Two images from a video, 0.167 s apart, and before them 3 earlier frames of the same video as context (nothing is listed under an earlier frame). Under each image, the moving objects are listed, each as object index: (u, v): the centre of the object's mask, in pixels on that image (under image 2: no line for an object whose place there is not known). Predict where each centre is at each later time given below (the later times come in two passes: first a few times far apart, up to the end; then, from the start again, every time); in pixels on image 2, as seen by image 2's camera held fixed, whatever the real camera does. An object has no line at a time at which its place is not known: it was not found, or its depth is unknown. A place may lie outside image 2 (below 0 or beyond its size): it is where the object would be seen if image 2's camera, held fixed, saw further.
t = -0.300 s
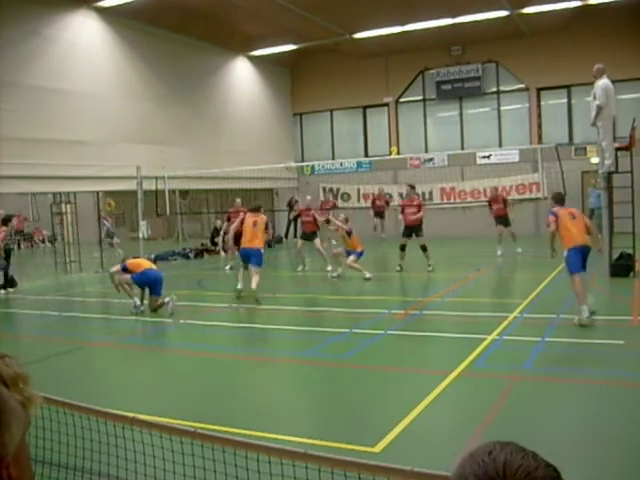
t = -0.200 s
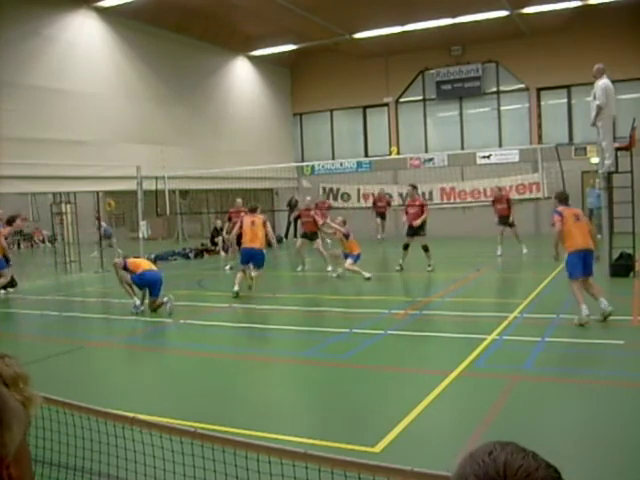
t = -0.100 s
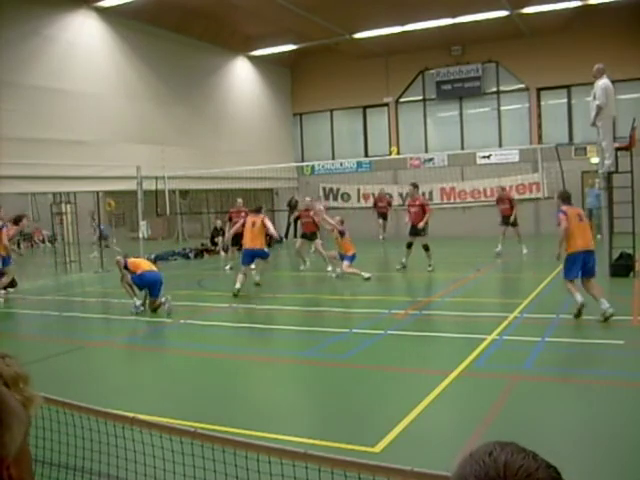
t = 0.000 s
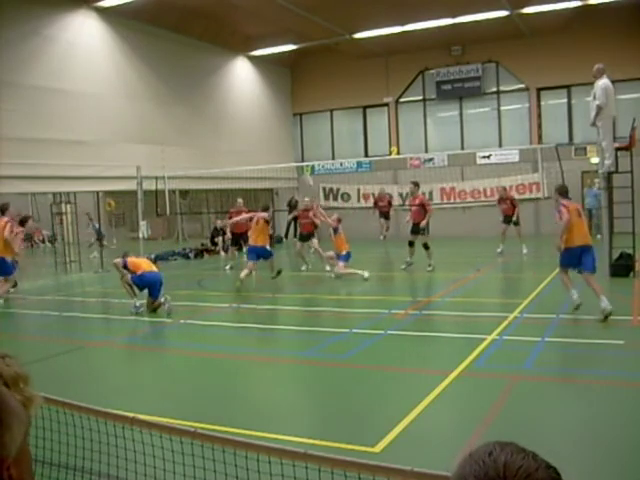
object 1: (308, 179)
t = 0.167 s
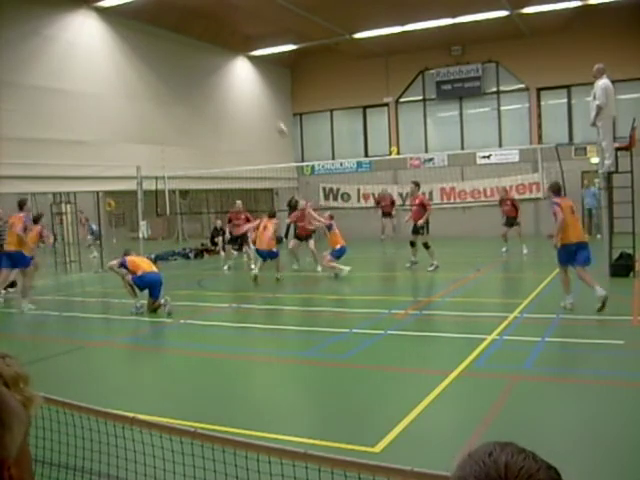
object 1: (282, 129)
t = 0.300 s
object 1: (261, 98)
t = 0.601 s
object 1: (222, 64)
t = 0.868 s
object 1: (193, 67)
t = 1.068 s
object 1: (173, 89)
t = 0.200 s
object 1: (276, 120)
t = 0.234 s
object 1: (271, 112)
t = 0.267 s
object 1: (266, 105)
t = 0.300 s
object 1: (261, 98)
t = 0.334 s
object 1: (257, 92)
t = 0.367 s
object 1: (252, 88)
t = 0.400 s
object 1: (247, 83)
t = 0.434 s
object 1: (243, 78)
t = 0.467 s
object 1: (238, 75)
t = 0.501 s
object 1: (234, 71)
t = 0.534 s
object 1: (230, 68)
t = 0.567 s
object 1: (227, 65)
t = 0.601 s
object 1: (222, 64)
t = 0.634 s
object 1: (219, 62)
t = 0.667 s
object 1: (215, 61)
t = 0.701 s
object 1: (211, 60)
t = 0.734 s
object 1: (207, 61)
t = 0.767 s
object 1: (204, 62)
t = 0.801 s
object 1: (200, 62)
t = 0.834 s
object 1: (196, 65)
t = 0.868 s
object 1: (193, 67)
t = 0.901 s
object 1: (189, 69)
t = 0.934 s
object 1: (186, 72)
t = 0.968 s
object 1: (182, 76)
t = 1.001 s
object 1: (179, 80)
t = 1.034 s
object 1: (176, 85)
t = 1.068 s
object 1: (173, 89)
